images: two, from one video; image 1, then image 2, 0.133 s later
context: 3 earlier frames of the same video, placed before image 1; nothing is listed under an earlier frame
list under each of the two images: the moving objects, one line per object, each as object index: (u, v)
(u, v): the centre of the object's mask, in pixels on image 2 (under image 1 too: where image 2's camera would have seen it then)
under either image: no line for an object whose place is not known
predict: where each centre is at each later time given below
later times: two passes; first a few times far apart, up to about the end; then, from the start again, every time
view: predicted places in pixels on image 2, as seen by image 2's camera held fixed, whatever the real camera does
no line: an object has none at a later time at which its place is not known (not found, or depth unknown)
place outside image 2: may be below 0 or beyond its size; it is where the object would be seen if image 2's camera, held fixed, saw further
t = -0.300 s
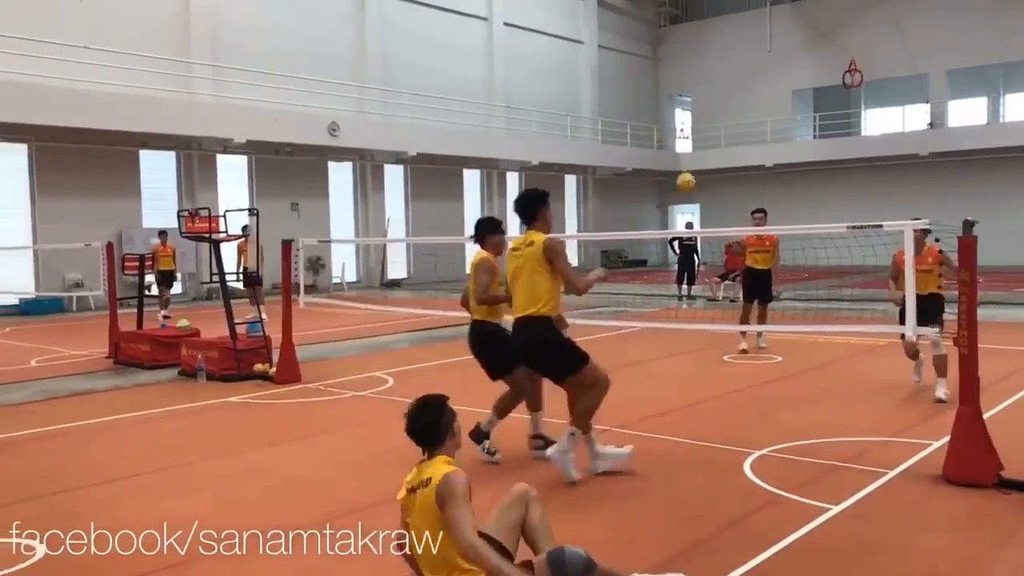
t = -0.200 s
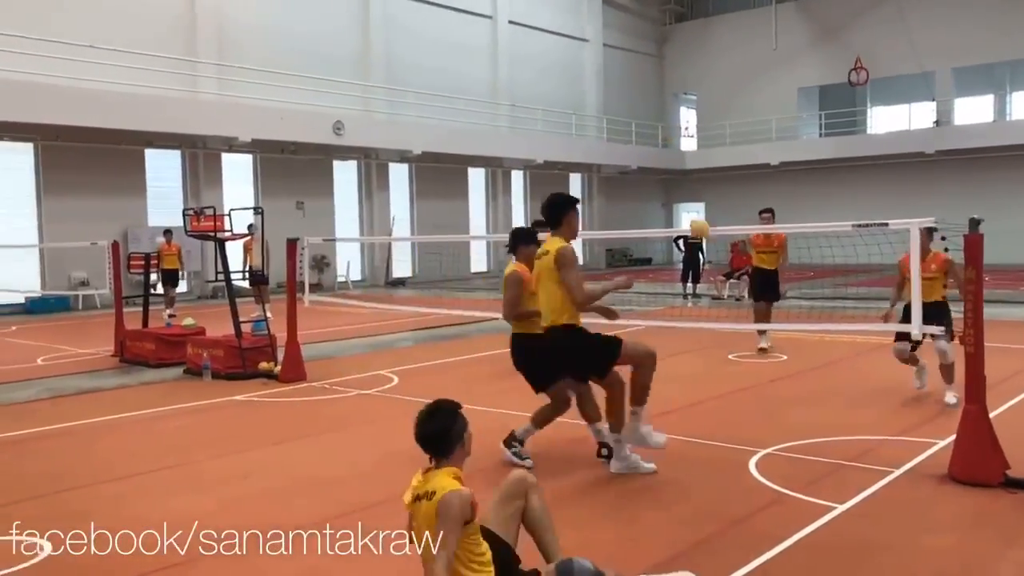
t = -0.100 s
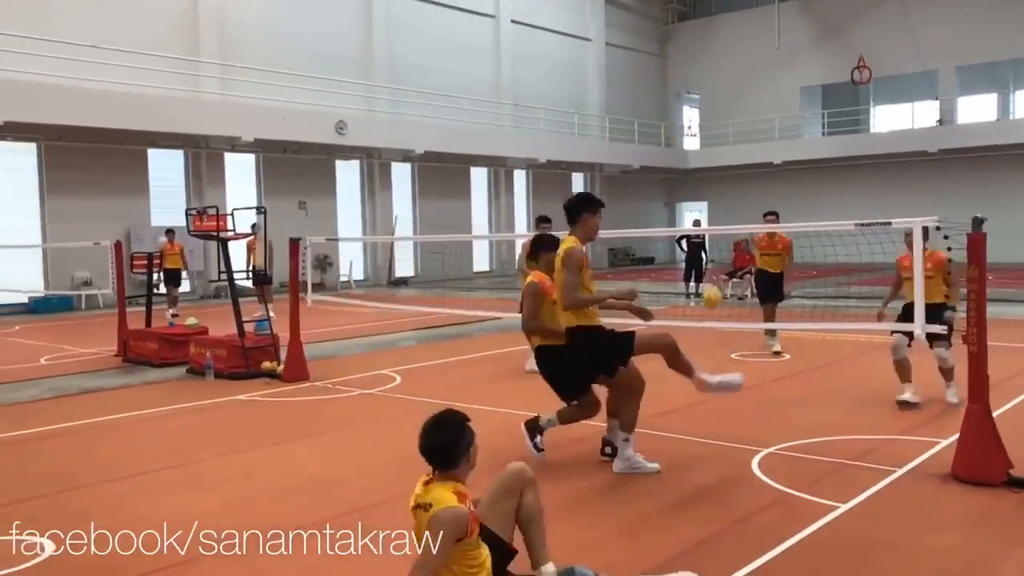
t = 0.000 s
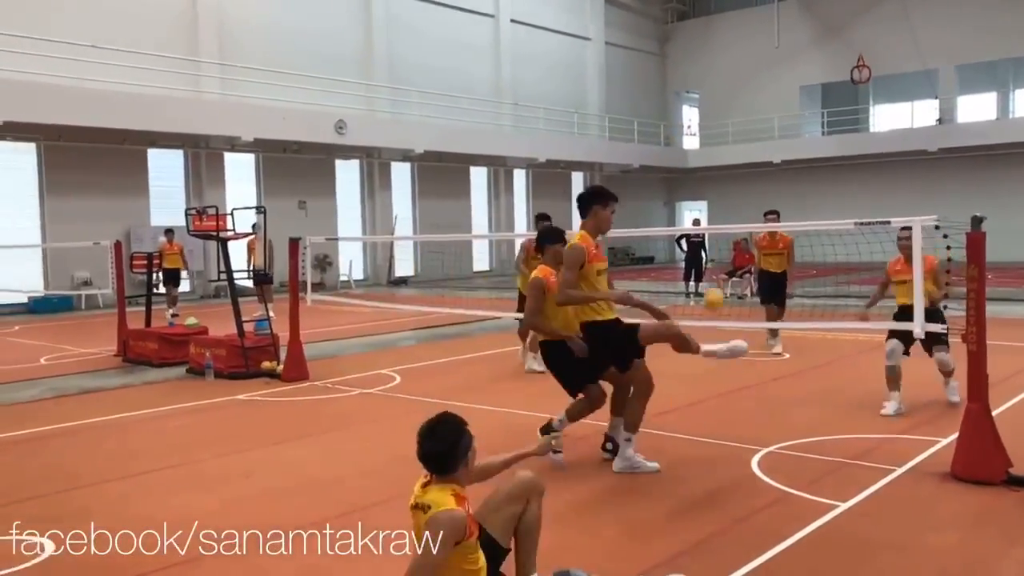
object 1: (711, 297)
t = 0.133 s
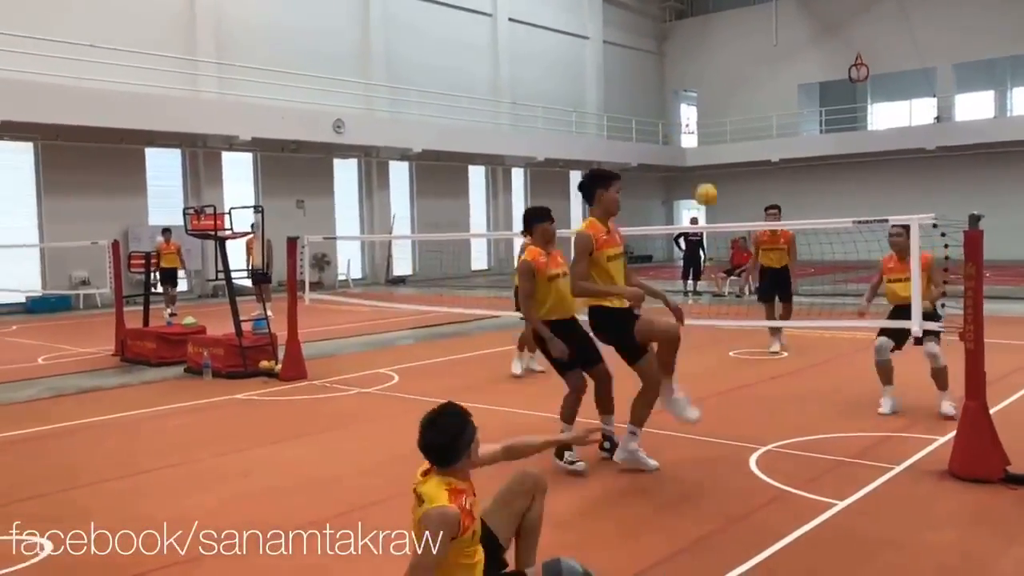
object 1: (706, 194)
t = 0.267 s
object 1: (700, 117)
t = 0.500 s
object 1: (690, 50)
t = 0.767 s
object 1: (679, 86)
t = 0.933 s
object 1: (673, 174)
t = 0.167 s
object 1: (704, 172)
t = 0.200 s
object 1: (703, 153)
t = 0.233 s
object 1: (702, 134)
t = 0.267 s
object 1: (700, 117)
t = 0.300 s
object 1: (698, 102)
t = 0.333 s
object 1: (697, 89)
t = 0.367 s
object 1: (695, 77)
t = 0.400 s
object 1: (694, 67)
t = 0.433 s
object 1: (693, 59)
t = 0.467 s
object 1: (691, 54)
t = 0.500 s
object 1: (690, 50)
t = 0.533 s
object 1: (688, 47)
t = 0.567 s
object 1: (687, 47)
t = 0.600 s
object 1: (685, 49)
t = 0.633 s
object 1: (684, 52)
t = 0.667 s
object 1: (683, 58)
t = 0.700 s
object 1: (681, 65)
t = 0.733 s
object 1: (681, 75)
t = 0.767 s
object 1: (679, 86)
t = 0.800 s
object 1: (678, 99)
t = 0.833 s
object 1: (676, 114)
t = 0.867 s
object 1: (674, 133)
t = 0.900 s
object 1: (674, 153)
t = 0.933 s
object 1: (673, 174)
